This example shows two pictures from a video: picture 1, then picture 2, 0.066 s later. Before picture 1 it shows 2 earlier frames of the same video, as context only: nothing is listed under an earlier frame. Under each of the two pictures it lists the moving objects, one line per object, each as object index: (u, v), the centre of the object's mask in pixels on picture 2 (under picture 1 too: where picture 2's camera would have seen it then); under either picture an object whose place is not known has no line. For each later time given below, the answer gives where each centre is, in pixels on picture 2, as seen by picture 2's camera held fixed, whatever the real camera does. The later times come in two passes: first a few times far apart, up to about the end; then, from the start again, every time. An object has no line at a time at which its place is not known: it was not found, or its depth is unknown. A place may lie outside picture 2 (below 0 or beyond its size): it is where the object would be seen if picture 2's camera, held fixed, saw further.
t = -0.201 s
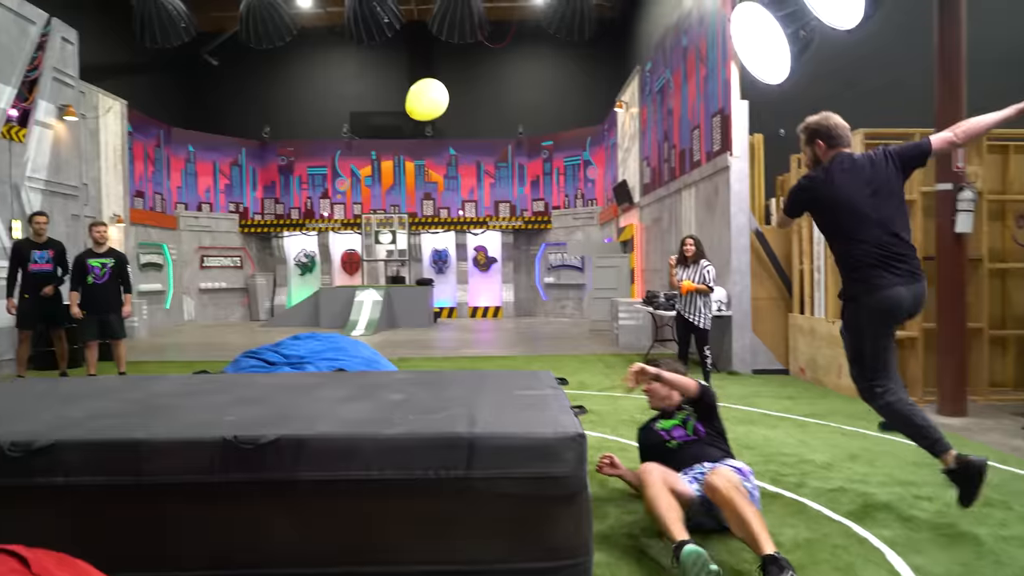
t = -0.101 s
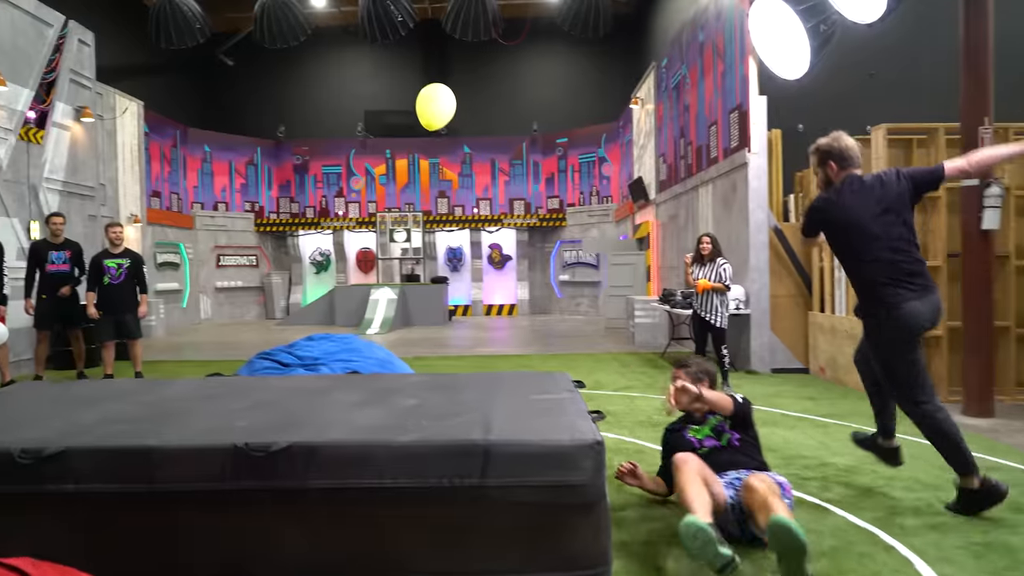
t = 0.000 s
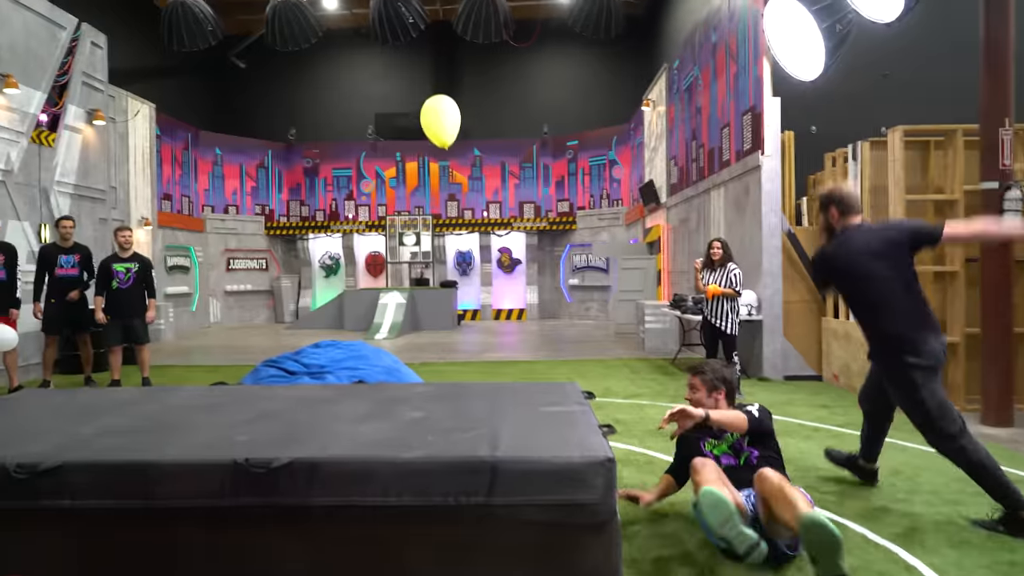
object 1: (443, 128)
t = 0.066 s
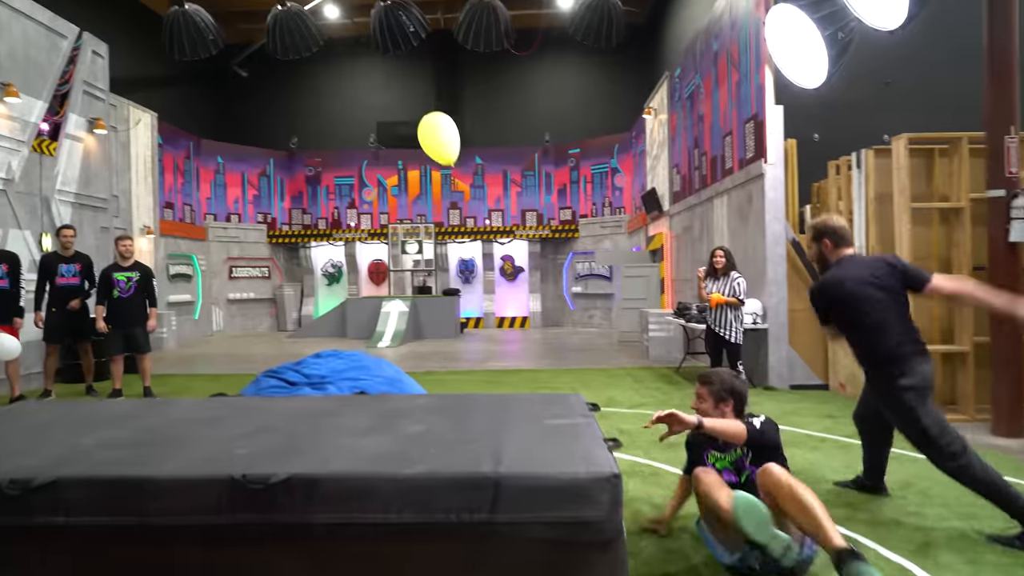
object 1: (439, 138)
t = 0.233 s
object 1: (433, 164)
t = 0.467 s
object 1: (427, 204)
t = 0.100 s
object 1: (438, 142)
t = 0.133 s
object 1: (437, 147)
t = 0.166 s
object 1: (436, 153)
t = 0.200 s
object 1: (434, 159)
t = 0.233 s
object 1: (433, 164)
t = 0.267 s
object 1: (433, 170)
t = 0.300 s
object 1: (433, 175)
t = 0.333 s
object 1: (432, 181)
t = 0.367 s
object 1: (431, 186)
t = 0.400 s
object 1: (430, 192)
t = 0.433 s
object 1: (428, 198)
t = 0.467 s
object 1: (427, 204)
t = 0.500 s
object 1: (425, 209)
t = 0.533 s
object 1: (424, 216)
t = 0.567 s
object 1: (423, 222)
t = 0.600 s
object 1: (423, 228)
